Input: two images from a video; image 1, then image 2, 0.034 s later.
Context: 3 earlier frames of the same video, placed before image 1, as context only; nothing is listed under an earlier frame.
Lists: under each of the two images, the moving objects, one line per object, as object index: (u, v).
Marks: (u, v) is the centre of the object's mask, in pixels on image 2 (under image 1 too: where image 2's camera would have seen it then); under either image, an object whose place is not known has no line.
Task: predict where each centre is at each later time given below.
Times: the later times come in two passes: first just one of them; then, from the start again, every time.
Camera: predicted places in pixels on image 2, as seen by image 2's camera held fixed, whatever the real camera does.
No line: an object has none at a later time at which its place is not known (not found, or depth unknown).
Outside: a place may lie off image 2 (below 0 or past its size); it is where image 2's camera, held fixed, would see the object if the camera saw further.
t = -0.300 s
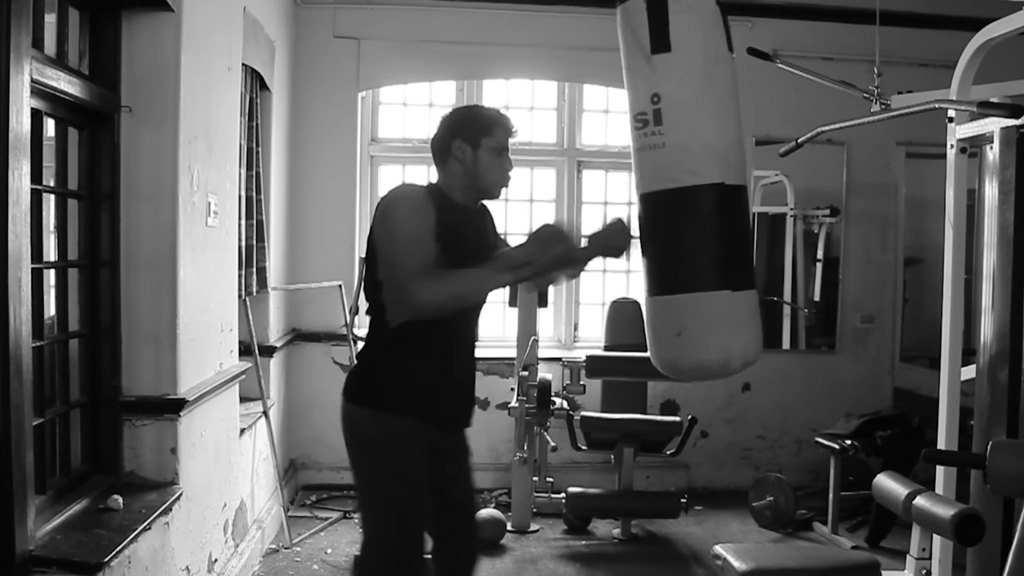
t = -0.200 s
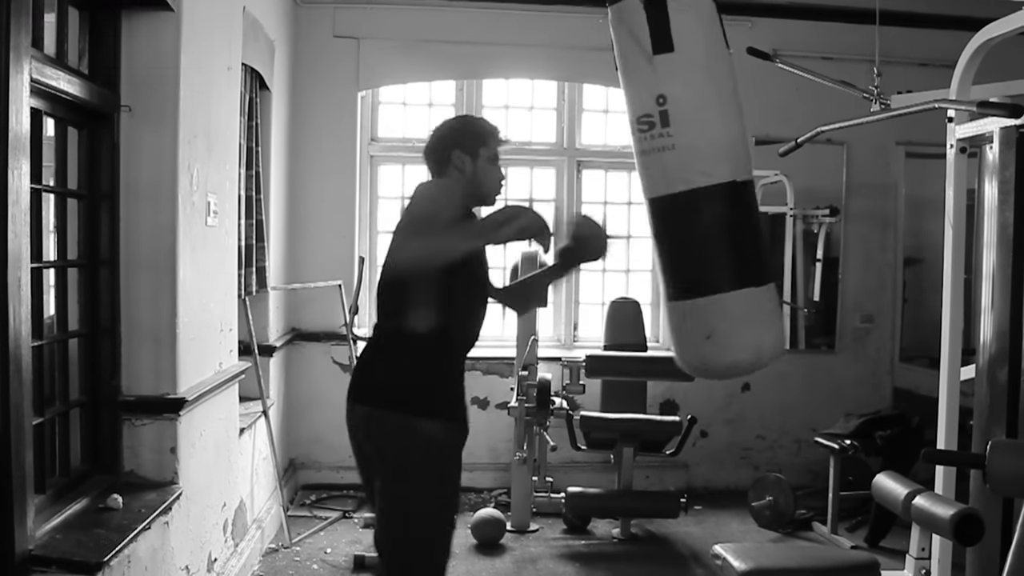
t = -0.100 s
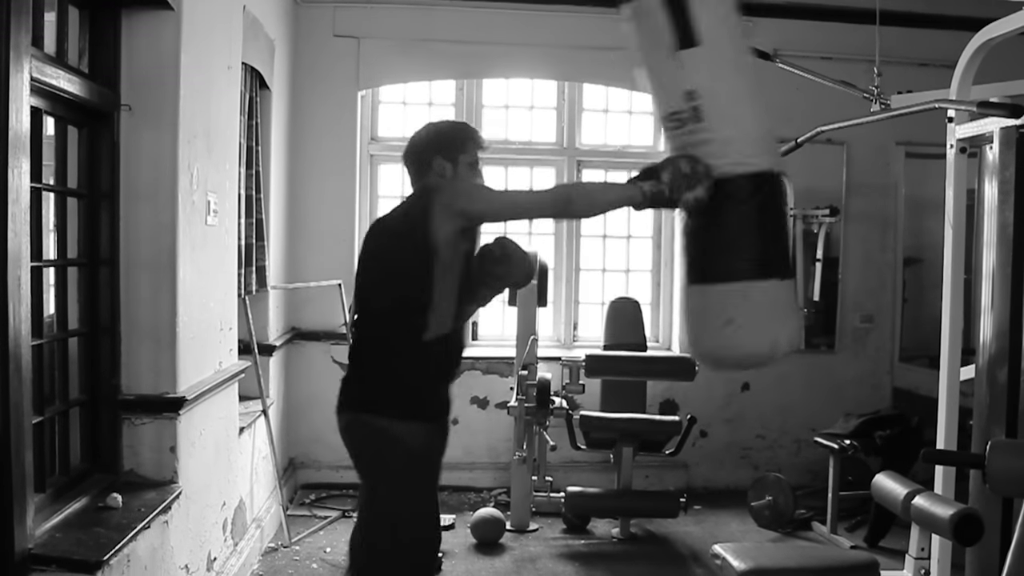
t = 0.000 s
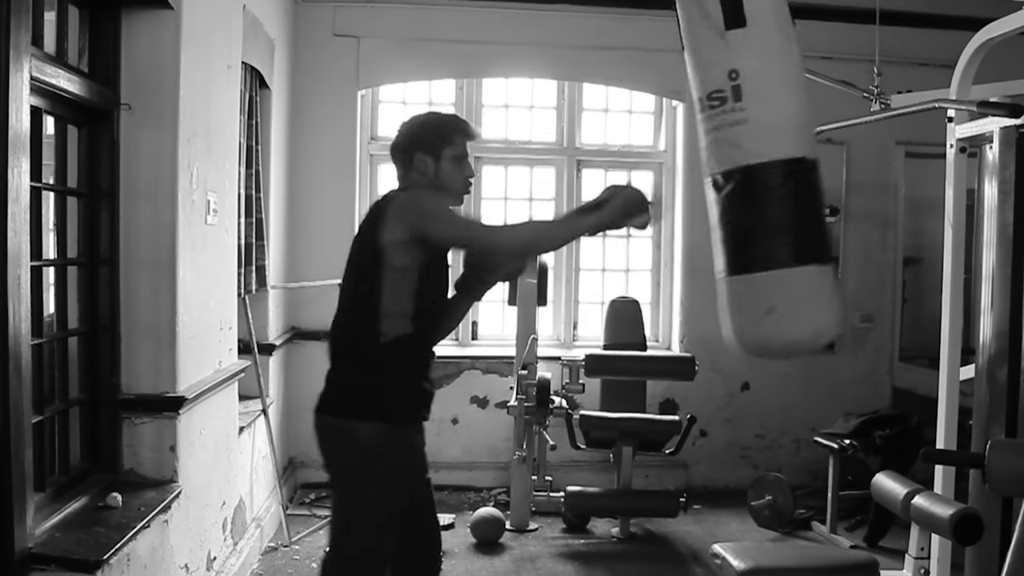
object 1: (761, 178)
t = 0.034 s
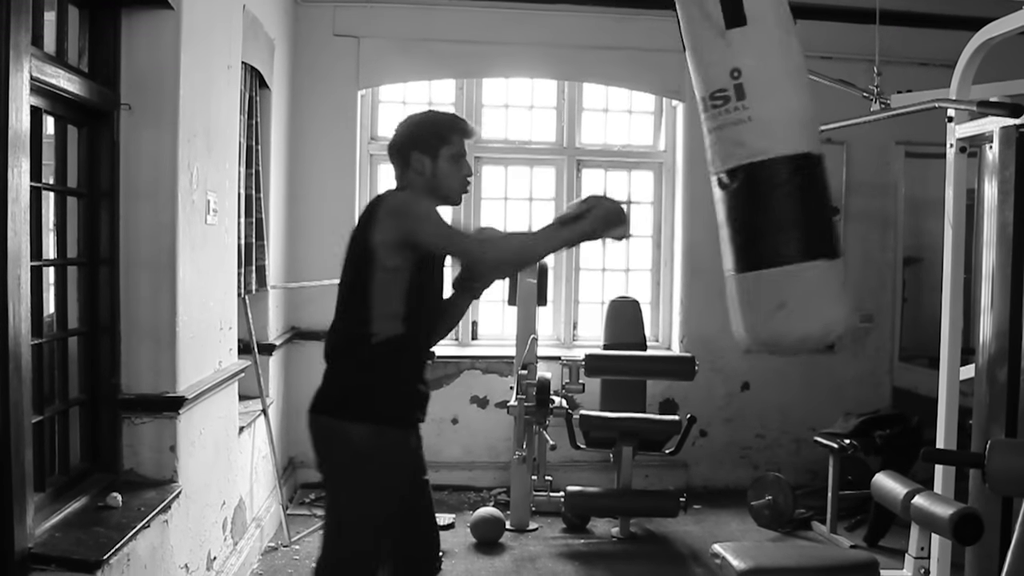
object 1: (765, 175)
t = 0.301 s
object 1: (801, 167)
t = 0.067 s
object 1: (778, 174)
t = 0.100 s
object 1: (787, 171)
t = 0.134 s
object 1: (789, 172)
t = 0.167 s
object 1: (795, 171)
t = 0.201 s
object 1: (798, 167)
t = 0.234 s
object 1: (799, 165)
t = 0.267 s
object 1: (801, 166)
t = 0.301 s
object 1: (801, 167)
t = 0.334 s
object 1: (800, 170)
